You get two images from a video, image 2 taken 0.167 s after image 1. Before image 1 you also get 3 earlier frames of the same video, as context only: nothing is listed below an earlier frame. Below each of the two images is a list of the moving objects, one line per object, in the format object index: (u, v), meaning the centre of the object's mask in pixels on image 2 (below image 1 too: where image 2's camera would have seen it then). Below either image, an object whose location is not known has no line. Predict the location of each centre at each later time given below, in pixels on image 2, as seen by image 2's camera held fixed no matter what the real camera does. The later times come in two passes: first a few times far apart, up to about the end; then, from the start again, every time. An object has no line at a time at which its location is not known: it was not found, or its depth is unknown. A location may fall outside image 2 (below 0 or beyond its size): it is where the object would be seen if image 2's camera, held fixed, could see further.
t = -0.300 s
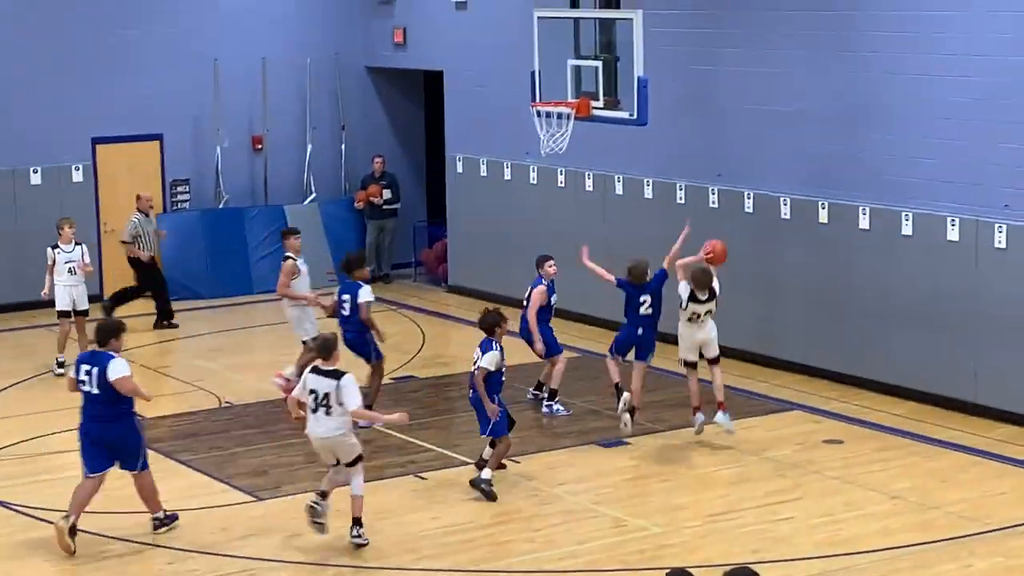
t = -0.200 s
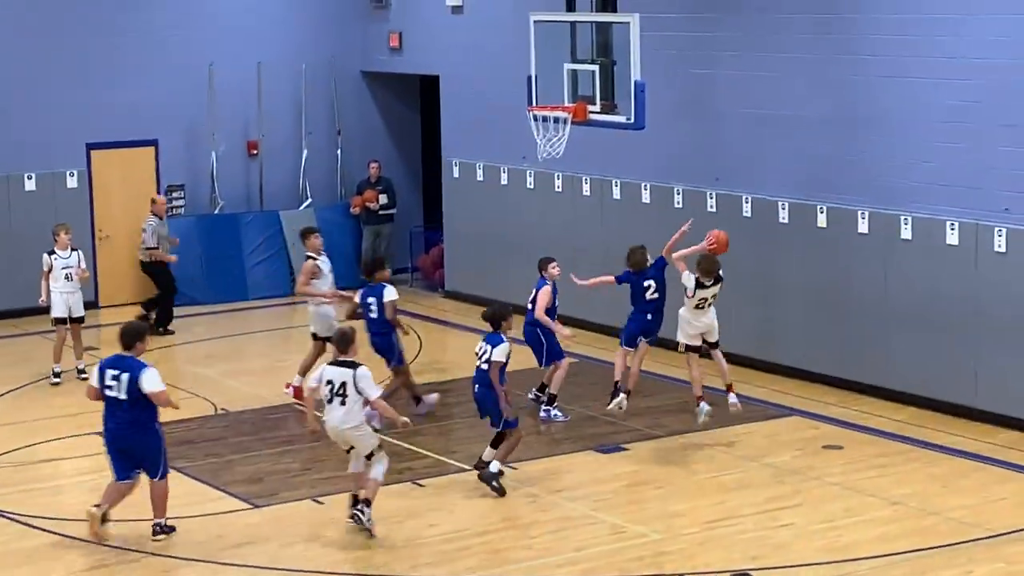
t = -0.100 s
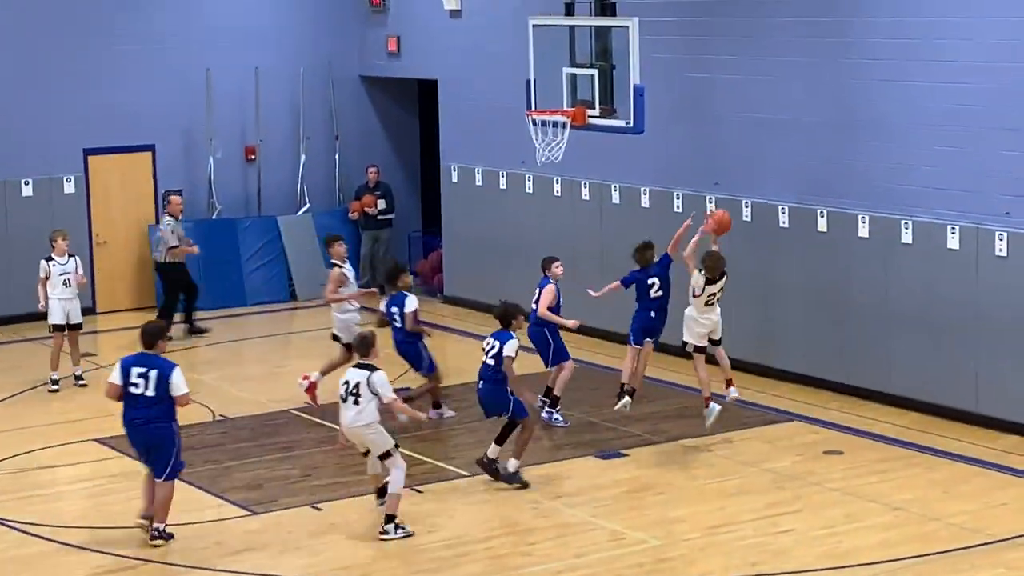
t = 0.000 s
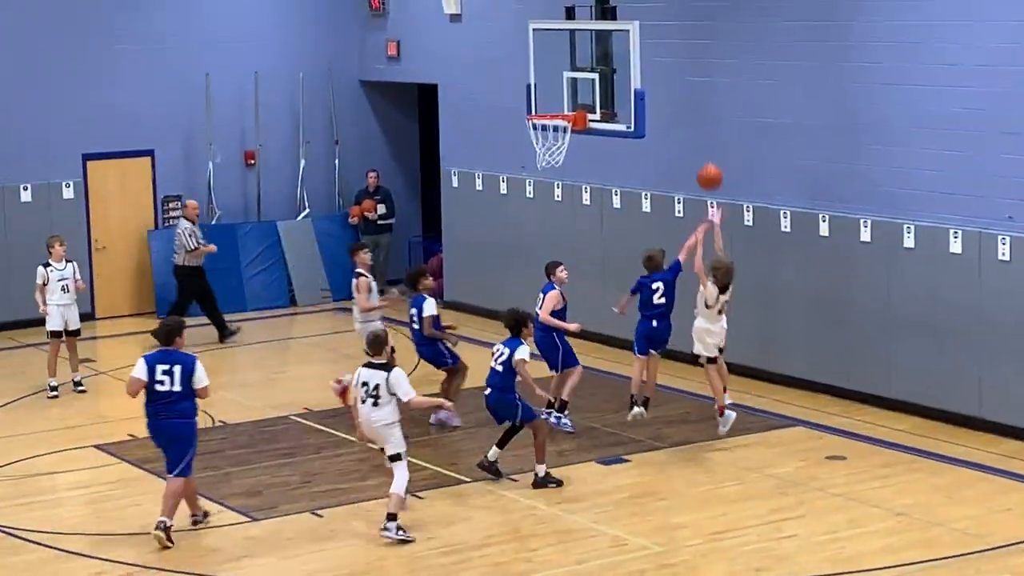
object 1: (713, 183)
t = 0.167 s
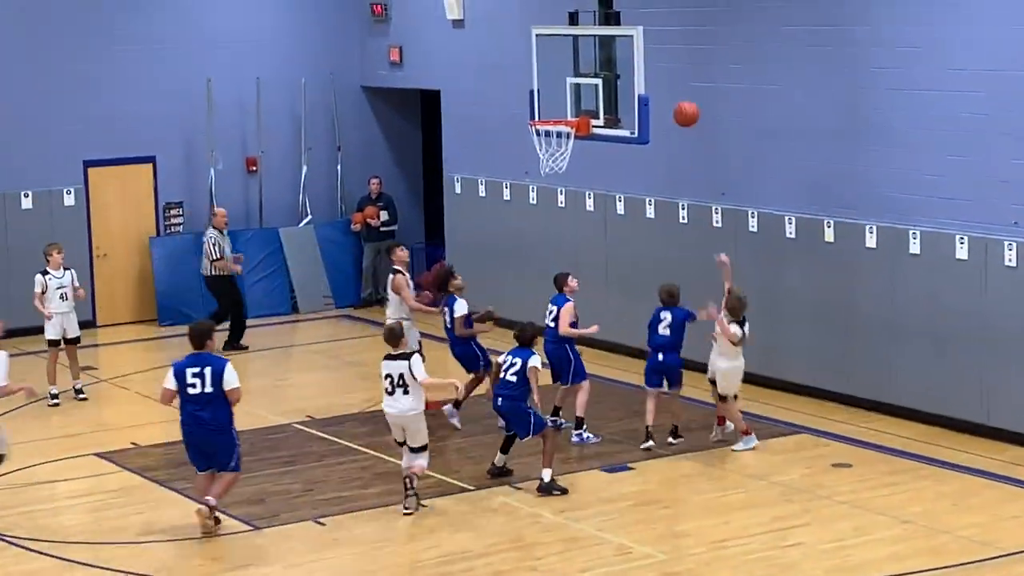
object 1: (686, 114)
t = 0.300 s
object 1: (665, 82)
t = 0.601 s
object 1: (623, 82)
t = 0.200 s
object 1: (681, 105)
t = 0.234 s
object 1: (675, 96)
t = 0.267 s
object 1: (670, 88)
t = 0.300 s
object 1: (665, 82)
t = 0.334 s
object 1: (660, 78)
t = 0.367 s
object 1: (655, 74)
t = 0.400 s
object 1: (650, 72)
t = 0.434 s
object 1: (646, 71)
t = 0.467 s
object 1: (641, 71)
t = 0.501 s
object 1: (636, 72)
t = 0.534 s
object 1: (632, 74)
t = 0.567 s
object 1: (628, 78)
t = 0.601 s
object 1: (623, 82)
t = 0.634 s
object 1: (618, 87)
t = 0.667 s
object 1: (614, 94)
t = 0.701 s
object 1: (610, 102)
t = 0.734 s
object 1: (606, 110)
